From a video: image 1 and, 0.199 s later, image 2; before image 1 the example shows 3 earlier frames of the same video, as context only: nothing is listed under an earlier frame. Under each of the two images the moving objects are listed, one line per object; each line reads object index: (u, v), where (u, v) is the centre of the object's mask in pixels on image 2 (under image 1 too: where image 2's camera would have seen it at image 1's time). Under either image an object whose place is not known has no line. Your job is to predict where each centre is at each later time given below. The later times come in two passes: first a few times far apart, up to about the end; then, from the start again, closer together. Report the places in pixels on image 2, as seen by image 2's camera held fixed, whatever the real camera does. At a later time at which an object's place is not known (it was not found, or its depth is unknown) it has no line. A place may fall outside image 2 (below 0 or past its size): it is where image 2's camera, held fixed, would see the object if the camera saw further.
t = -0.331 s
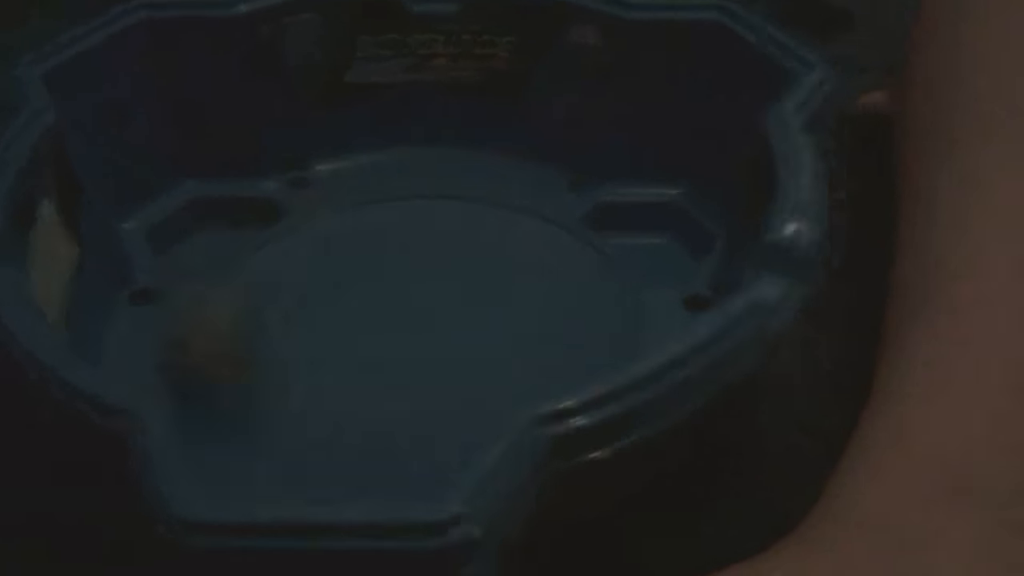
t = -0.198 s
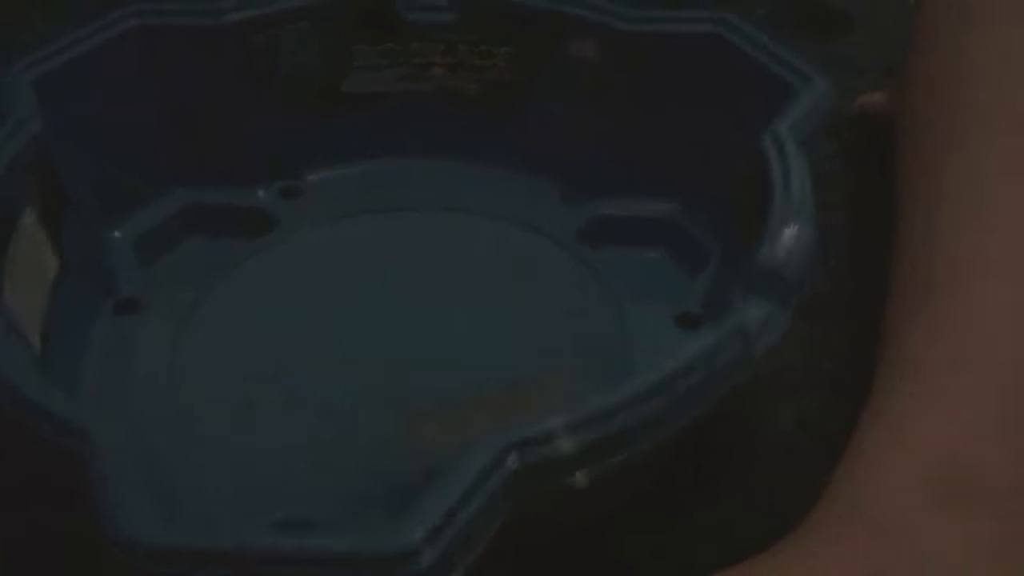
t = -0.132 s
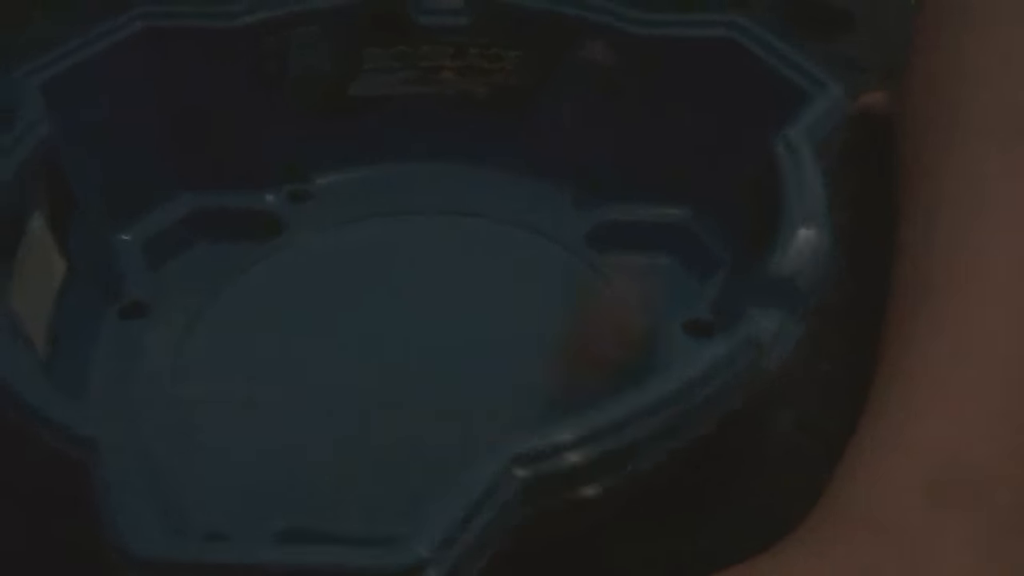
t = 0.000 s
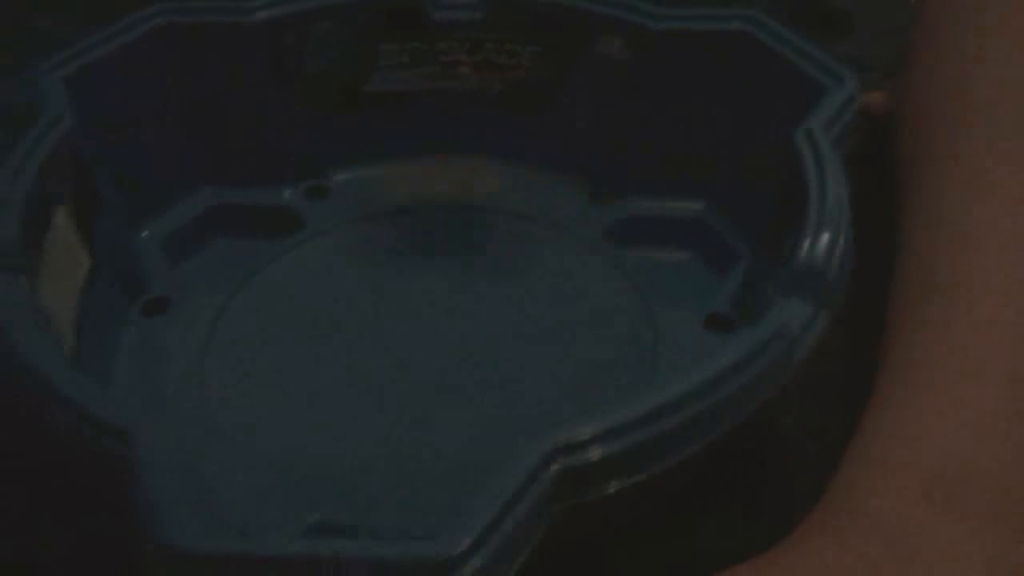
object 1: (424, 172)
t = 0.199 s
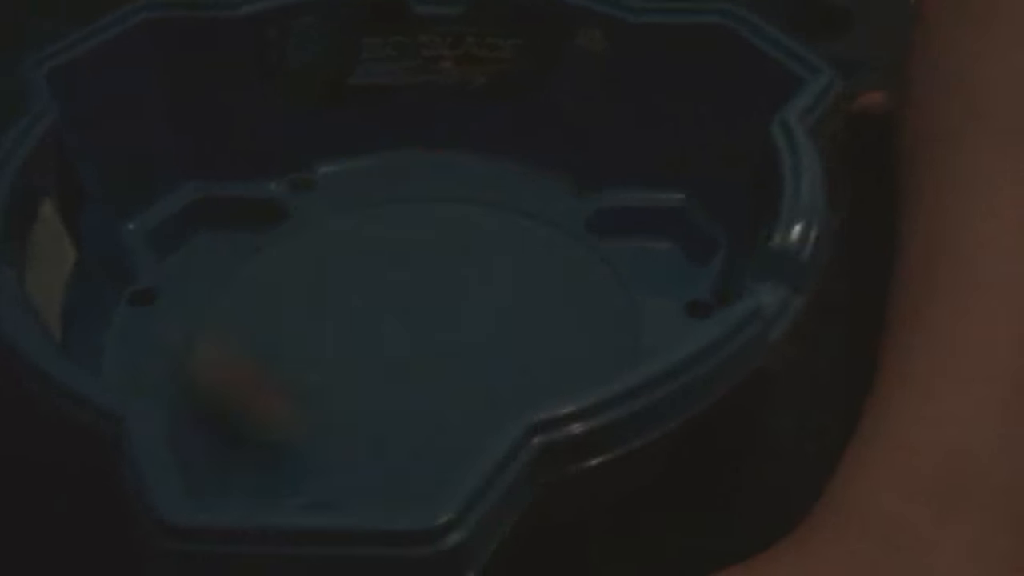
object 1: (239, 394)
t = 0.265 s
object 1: (391, 437)
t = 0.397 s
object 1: (615, 286)
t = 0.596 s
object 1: (289, 214)
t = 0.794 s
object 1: (345, 440)
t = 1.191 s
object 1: (286, 222)
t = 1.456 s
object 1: (392, 442)
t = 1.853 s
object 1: (451, 205)
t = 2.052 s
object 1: (249, 244)
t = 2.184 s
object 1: (205, 357)
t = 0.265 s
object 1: (391, 437)
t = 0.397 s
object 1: (615, 286)
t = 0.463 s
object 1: (543, 202)
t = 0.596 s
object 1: (289, 214)
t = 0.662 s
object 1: (218, 285)
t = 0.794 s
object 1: (345, 440)
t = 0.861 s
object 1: (514, 405)
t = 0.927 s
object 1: (609, 328)
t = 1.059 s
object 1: (497, 200)
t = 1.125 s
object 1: (384, 202)
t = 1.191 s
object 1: (286, 222)
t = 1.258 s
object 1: (215, 280)
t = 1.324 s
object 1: (198, 355)
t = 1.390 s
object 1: (262, 415)
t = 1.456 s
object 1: (392, 442)
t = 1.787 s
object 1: (518, 221)
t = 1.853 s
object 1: (451, 205)
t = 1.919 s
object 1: (375, 196)
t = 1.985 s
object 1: (306, 221)
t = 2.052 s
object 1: (249, 244)
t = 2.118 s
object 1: (209, 292)
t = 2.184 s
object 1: (205, 357)
